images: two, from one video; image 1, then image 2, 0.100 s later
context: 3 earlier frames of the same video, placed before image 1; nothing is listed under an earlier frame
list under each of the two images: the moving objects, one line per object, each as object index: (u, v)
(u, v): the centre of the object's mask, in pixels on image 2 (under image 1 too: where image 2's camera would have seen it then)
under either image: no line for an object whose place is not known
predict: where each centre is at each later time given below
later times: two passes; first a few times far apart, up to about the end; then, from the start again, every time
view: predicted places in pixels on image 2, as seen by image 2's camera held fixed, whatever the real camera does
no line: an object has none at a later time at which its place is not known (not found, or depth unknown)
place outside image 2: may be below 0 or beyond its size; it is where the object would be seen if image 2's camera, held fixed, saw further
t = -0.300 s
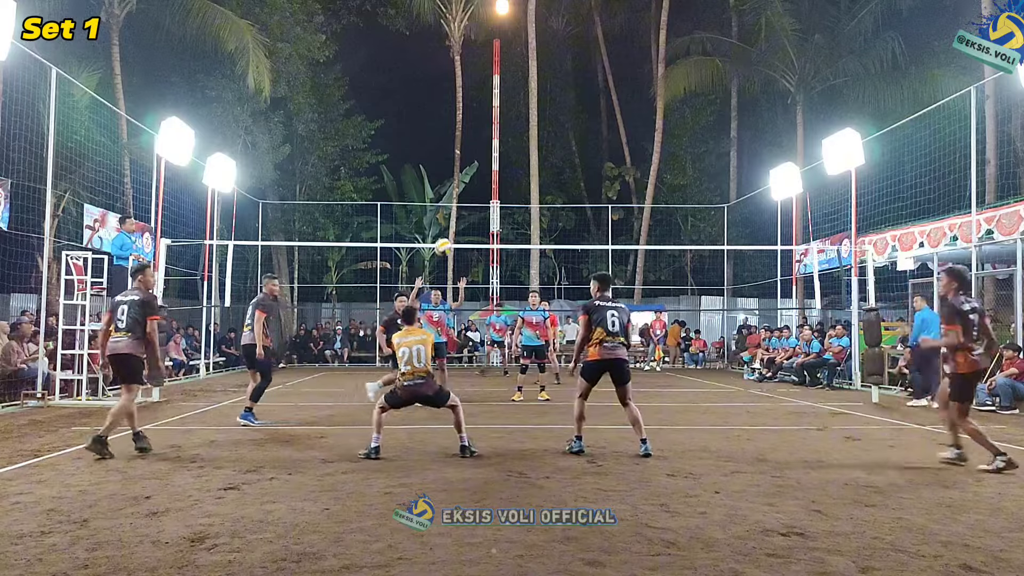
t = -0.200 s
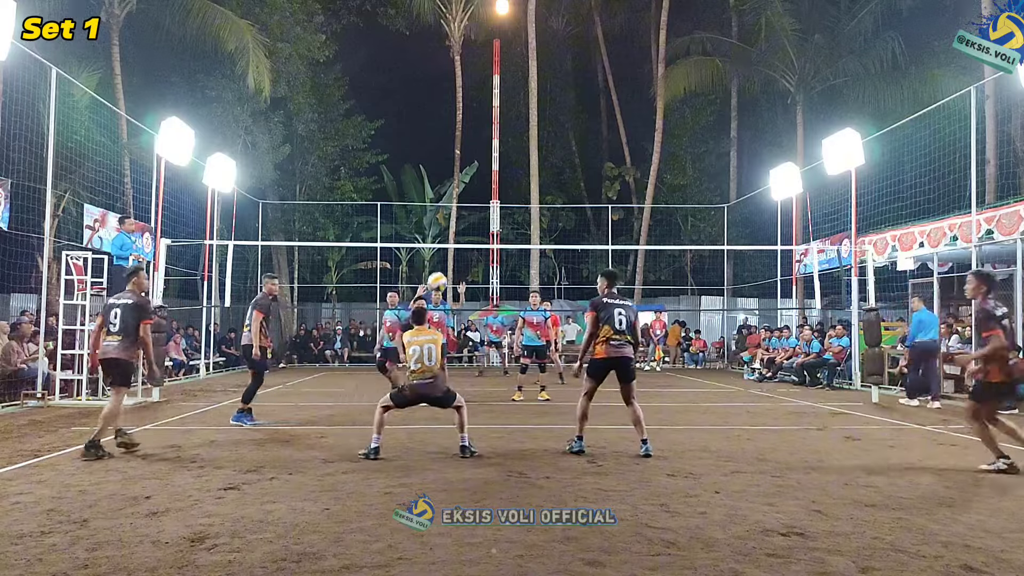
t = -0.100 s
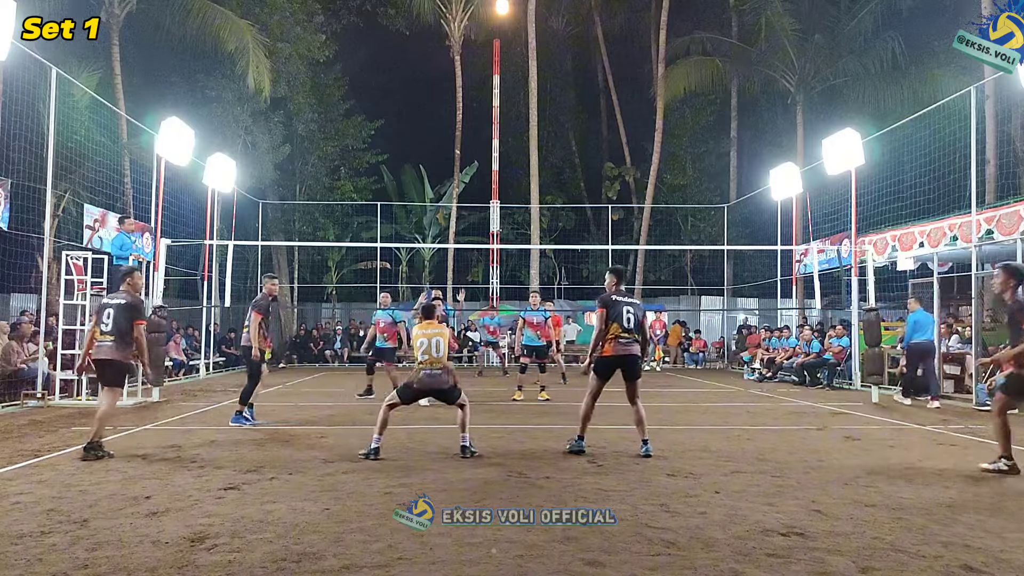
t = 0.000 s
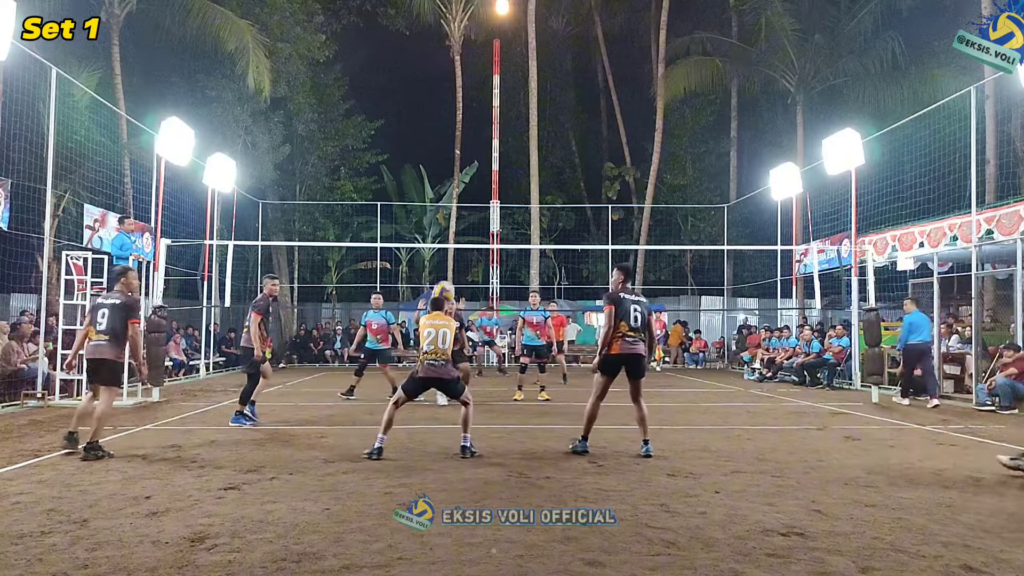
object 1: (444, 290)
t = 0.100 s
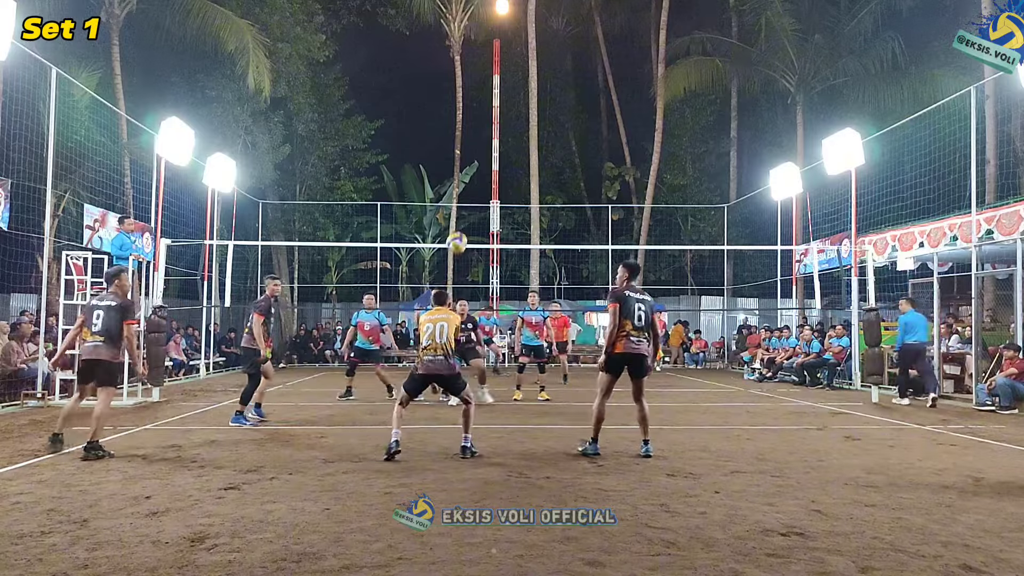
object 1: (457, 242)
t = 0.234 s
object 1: (471, 196)
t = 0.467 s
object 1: (493, 160)
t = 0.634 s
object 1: (507, 162)
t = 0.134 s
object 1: (460, 229)
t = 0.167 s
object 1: (464, 216)
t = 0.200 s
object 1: (468, 206)
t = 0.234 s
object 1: (471, 196)
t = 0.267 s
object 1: (475, 188)
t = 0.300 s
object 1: (478, 181)
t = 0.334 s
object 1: (481, 174)
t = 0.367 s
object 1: (484, 169)
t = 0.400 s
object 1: (487, 165)
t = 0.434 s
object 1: (491, 162)
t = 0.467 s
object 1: (493, 160)
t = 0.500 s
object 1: (496, 159)
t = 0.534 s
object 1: (499, 159)
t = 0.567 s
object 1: (502, 160)
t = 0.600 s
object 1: (505, 161)
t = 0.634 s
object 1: (507, 162)
